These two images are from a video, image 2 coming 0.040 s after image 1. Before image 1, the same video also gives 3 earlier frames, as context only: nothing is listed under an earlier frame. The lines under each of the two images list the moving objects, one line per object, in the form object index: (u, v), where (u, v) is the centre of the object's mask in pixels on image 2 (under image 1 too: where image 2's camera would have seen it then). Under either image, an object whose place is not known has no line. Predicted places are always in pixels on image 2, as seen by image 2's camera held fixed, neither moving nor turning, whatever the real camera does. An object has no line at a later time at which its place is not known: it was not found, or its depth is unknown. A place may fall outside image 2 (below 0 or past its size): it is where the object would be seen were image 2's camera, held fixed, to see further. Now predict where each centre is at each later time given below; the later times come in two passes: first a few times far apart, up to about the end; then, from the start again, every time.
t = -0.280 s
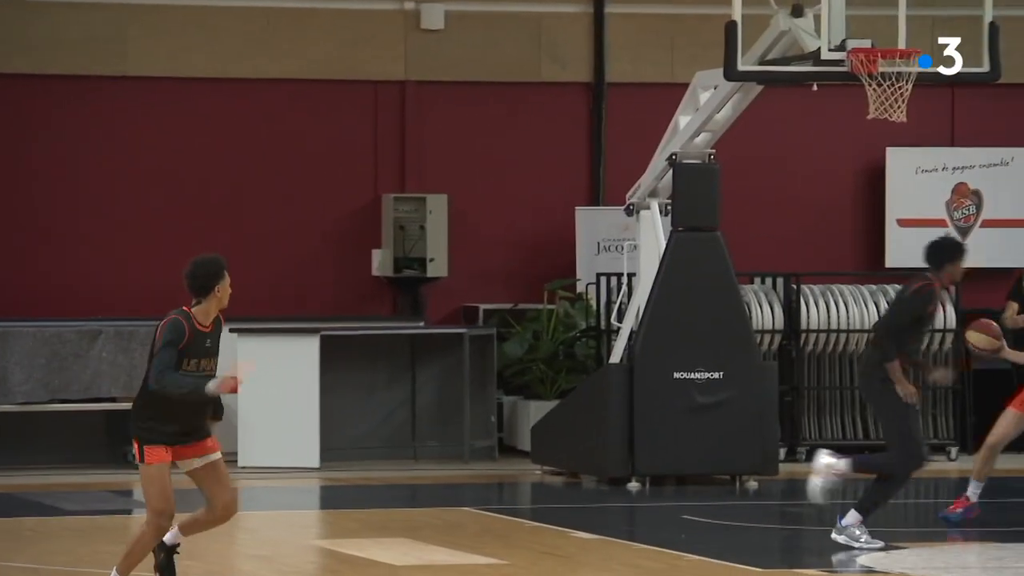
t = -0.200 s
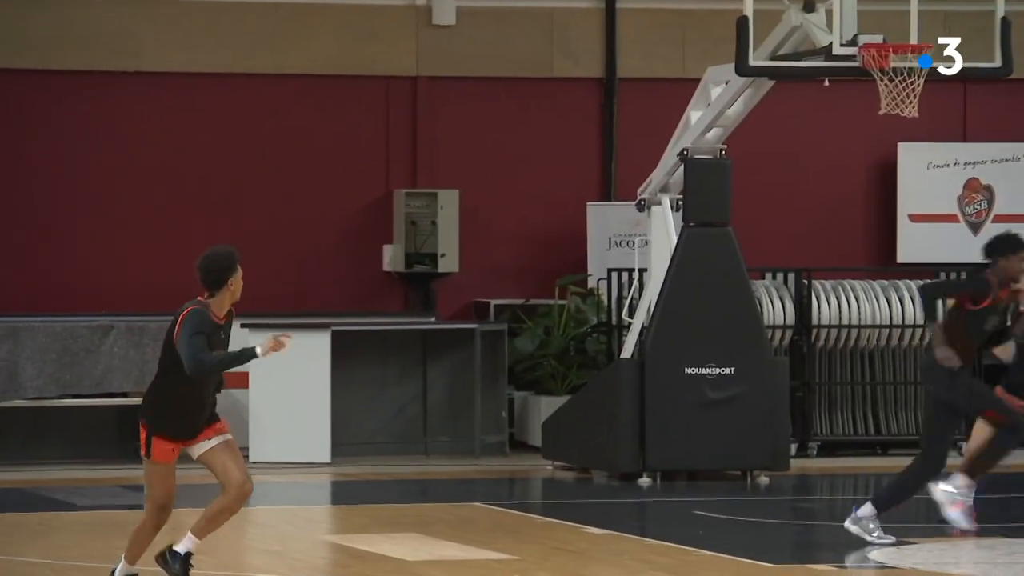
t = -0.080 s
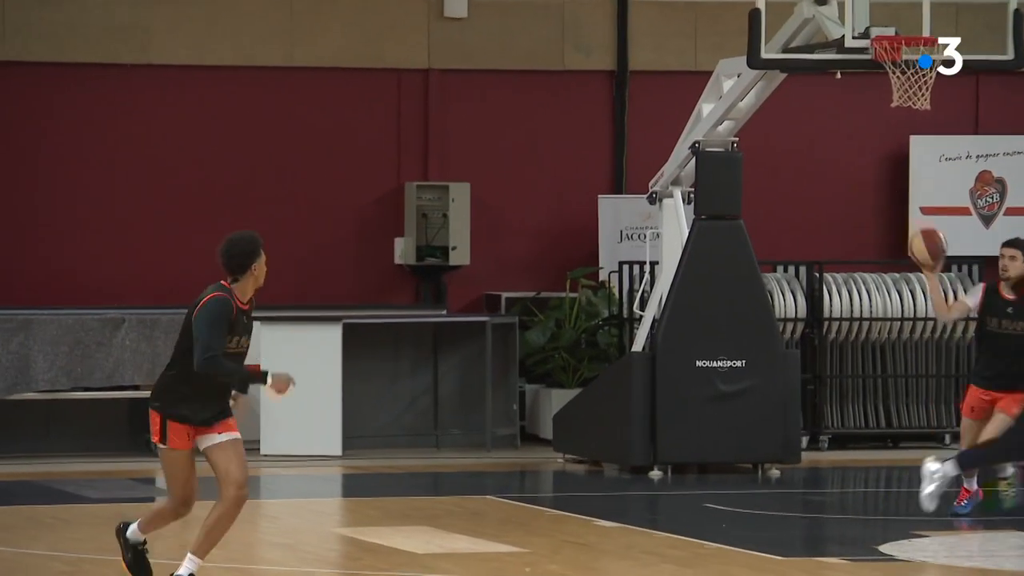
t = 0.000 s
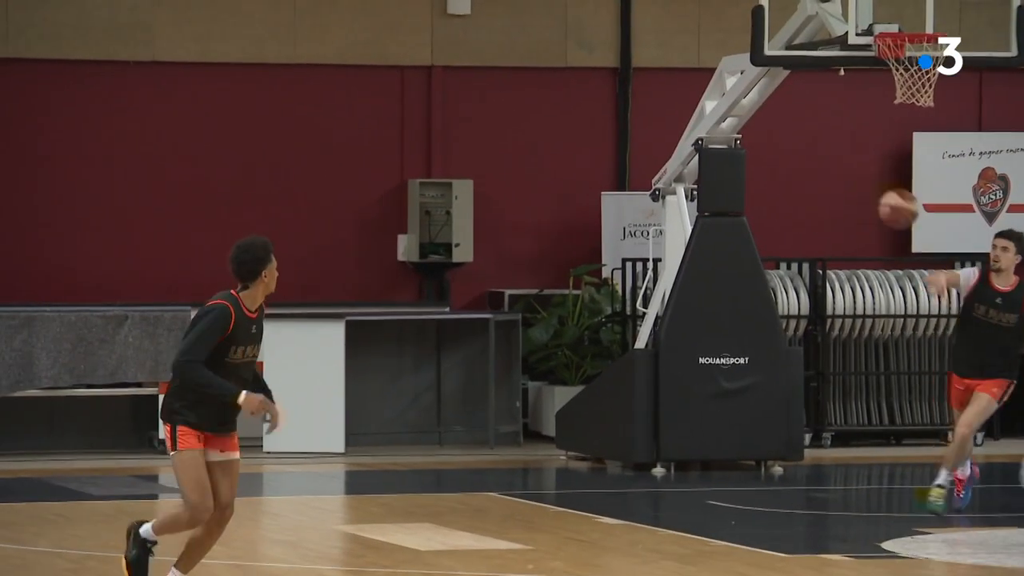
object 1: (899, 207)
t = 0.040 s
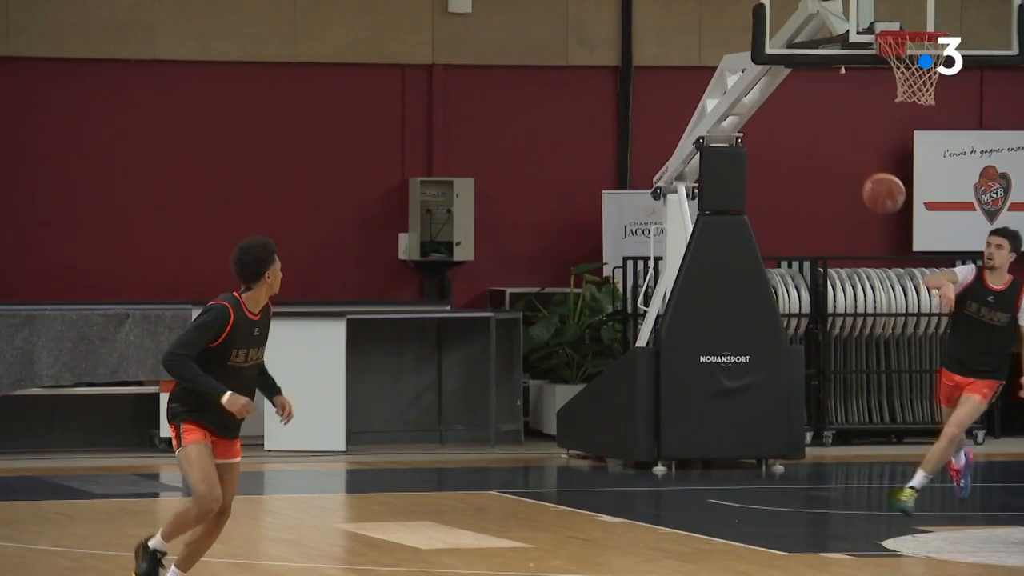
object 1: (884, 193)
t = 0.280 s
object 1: (771, 153)
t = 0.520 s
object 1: (622, 204)
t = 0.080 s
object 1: (867, 182)
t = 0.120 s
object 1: (849, 172)
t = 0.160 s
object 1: (831, 163)
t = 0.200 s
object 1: (812, 158)
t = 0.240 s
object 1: (792, 154)
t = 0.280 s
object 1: (771, 153)
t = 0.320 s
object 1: (749, 155)
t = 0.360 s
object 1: (726, 158)
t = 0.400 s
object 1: (702, 166)
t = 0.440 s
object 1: (677, 175)
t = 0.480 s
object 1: (650, 189)
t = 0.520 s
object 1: (622, 204)
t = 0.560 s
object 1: (592, 223)
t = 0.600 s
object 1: (562, 247)
